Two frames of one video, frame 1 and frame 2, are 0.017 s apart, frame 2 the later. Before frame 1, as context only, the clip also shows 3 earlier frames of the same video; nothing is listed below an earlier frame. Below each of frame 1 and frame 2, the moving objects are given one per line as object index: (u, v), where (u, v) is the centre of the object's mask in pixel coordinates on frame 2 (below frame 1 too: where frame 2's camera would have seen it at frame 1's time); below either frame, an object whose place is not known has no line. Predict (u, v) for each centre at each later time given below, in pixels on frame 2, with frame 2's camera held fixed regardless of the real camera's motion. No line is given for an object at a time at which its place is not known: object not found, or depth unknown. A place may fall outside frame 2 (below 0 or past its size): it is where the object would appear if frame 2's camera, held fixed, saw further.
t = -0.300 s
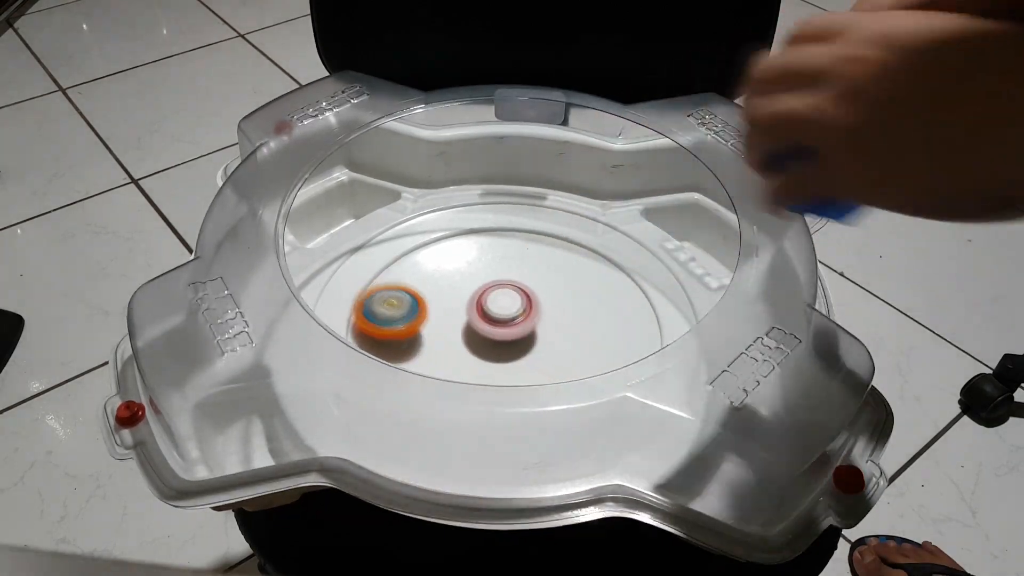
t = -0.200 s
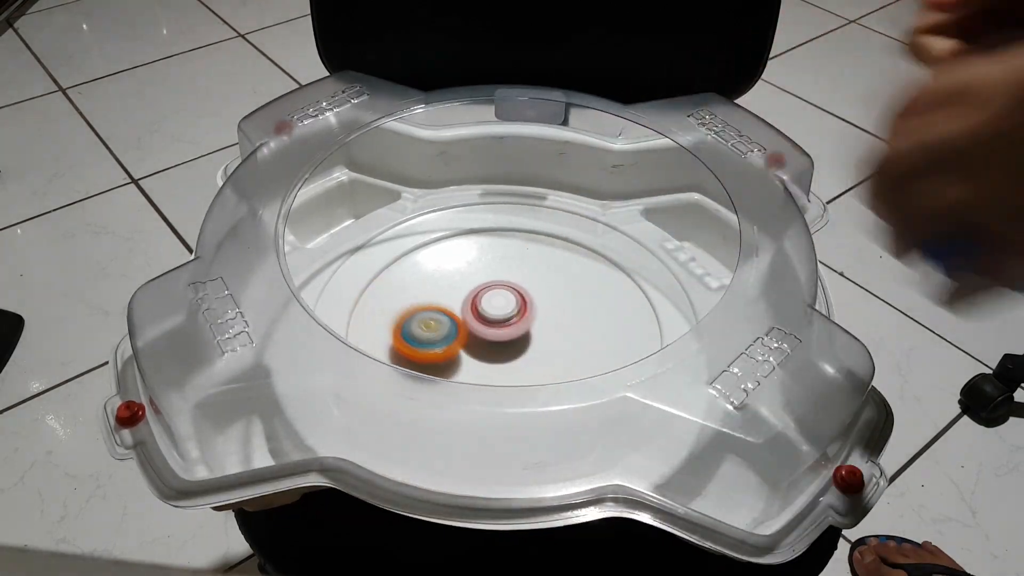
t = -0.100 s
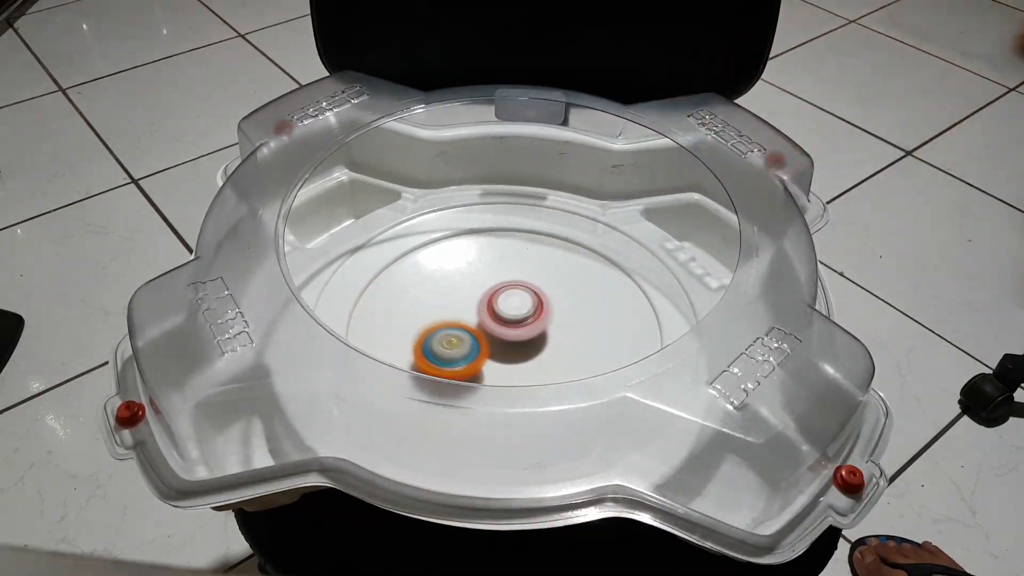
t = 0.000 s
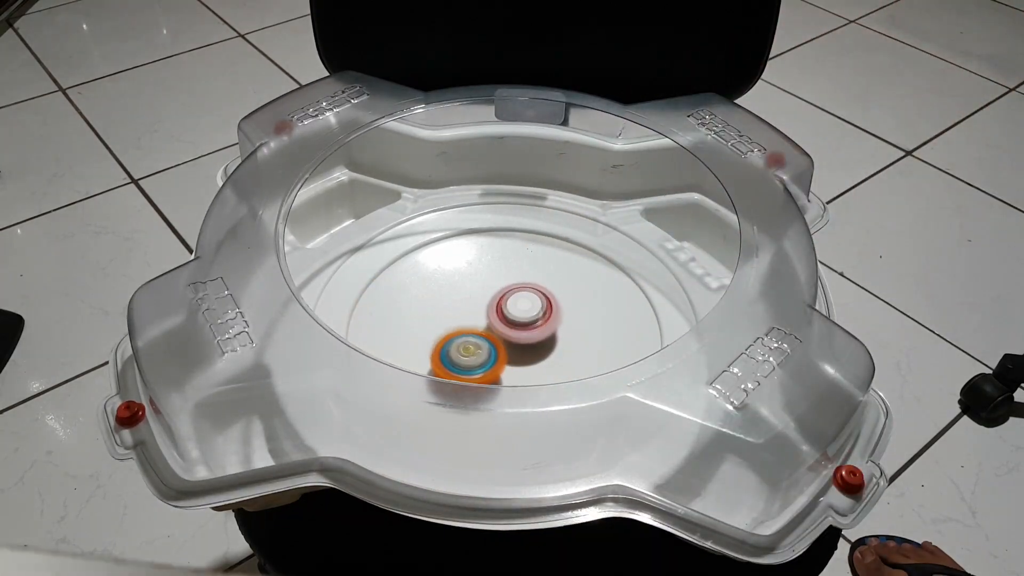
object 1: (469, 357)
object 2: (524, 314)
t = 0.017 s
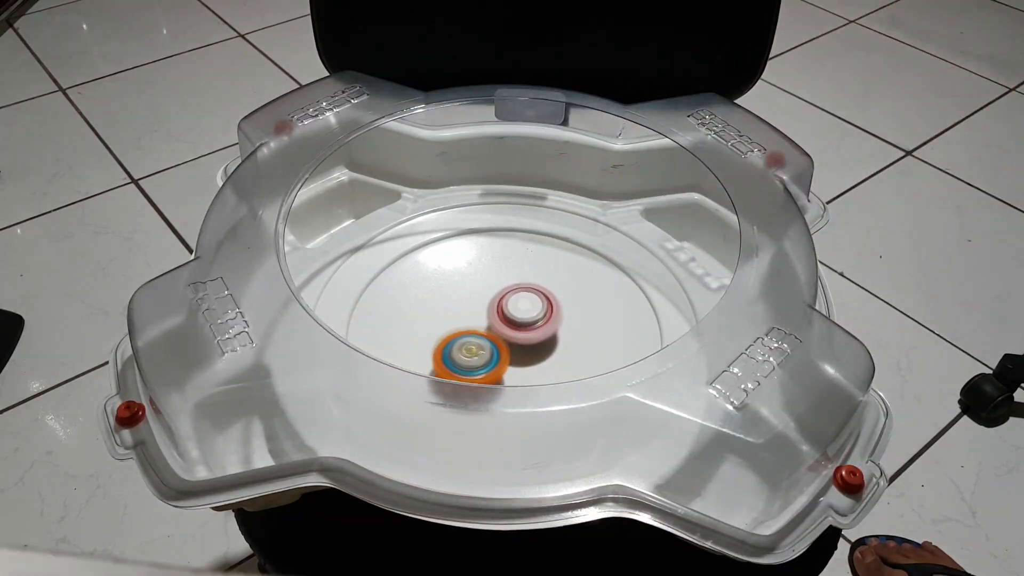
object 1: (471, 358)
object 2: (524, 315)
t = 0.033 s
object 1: (473, 358)
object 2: (525, 315)
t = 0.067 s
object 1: (477, 359)
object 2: (525, 316)
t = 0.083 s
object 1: (478, 359)
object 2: (525, 316)
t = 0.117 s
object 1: (481, 360)
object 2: (526, 316)
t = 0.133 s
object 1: (482, 360)
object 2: (526, 316)
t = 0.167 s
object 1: (485, 360)
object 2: (526, 314)
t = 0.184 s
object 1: (486, 361)
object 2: (527, 314)
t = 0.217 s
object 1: (489, 361)
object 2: (526, 312)
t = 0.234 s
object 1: (490, 361)
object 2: (526, 312)
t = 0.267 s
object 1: (493, 361)
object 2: (525, 311)
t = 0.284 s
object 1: (495, 361)
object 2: (525, 311)
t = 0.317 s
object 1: (496, 361)
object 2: (524, 309)
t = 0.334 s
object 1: (496, 362)
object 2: (525, 308)
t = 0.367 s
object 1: (497, 363)
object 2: (525, 305)
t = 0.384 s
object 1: (497, 364)
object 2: (525, 304)
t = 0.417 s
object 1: (499, 364)
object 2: (524, 302)
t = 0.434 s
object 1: (500, 363)
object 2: (523, 302)
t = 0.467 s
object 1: (502, 362)
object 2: (522, 302)
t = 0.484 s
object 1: (503, 362)
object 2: (521, 303)
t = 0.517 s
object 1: (505, 361)
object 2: (519, 304)
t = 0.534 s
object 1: (506, 361)
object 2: (518, 305)
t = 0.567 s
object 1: (507, 361)
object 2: (517, 305)
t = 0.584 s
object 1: (507, 361)
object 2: (516, 304)
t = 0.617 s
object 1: (507, 361)
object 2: (515, 303)
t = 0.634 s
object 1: (508, 361)
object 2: (515, 302)
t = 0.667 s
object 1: (509, 362)
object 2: (514, 301)
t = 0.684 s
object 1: (509, 361)
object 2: (513, 301)
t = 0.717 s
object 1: (511, 361)
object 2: (512, 303)
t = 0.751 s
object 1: (512, 361)
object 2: (511, 304)
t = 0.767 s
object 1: (513, 361)
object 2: (511, 305)
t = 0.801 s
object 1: (514, 363)
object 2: (510, 301)
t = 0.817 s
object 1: (515, 365)
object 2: (510, 299)
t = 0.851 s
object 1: (515, 367)
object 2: (509, 296)
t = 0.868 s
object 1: (516, 368)
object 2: (508, 295)
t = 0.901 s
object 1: (517, 369)
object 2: (508, 294)
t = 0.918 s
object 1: (518, 369)
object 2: (507, 295)
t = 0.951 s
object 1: (519, 368)
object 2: (506, 296)
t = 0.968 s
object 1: (519, 368)
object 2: (505, 297)
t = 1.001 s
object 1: (519, 366)
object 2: (505, 299)
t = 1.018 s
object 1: (519, 365)
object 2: (505, 299)
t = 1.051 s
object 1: (520, 364)
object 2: (504, 302)
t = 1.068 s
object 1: (520, 363)
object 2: (504, 303)
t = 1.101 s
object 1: (520, 361)
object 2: (503, 305)
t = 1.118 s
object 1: (520, 361)
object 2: (502, 306)
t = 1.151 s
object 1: (521, 362)
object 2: (501, 303)
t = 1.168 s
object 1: (521, 364)
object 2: (501, 300)
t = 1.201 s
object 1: (522, 367)
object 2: (499, 295)
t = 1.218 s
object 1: (523, 368)
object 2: (499, 293)
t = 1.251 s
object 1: (523, 369)
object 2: (497, 292)
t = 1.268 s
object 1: (523, 369)
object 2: (497, 290)
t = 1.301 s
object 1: (524, 369)
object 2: (496, 291)
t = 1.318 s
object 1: (524, 369)
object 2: (495, 292)
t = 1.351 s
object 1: (524, 368)
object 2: (494, 294)
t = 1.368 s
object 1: (524, 367)
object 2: (494, 296)
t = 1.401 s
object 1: (524, 366)
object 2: (493, 300)
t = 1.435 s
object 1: (523, 364)
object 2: (493, 304)
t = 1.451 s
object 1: (523, 363)
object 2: (493, 307)
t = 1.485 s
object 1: (523, 363)
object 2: (493, 312)
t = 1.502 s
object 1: (523, 363)
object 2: (493, 313)
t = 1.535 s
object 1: (525, 363)
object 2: (492, 313)
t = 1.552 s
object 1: (526, 363)
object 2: (492, 314)
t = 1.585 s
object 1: (527, 363)
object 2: (491, 314)
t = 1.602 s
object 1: (528, 363)
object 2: (491, 315)
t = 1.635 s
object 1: (529, 363)
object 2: (491, 315)
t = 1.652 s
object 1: (530, 364)
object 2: (490, 314)
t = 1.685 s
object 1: (531, 365)
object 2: (489, 311)
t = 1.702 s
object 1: (531, 365)
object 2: (489, 310)
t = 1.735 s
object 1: (531, 365)
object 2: (488, 310)
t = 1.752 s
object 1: (531, 365)
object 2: (488, 310)
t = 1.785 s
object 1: (531, 364)
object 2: (488, 310)
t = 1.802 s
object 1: (531, 364)
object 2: (488, 312)
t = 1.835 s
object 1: (531, 364)
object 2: (489, 313)
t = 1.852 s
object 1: (530, 364)
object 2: (489, 314)
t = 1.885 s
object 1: (530, 364)
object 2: (489, 317)
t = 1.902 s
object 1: (530, 364)
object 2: (490, 318)
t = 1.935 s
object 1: (531, 365)
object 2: (490, 319)
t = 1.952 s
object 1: (531, 365)
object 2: (489, 318)
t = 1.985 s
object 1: (532, 366)
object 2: (489, 316)
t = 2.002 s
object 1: (532, 366)
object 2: (488, 316)
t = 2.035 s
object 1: (530, 366)
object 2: (488, 316)
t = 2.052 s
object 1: (530, 365)
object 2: (488, 315)
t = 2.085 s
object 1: (528, 365)
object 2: (488, 316)
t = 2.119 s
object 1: (526, 364)
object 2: (489, 317)
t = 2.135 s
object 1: (525, 364)
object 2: (489, 317)
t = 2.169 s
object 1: (524, 364)
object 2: (489, 316)
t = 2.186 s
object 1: (523, 364)
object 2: (490, 315)
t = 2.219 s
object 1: (521, 364)
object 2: (490, 314)
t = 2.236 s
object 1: (521, 364)
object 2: (490, 315)
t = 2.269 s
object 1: (519, 364)
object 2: (491, 314)
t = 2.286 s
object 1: (518, 364)
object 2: (491, 314)
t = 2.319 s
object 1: (517, 364)
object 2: (491, 314)
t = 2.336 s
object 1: (516, 364)
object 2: (491, 315)
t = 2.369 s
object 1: (515, 365)
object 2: (491, 315)
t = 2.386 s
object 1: (514, 365)
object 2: (491, 314)
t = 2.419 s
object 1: (513, 365)
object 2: (490, 315)
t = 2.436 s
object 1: (512, 365)
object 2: (490, 314)
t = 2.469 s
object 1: (511, 365)
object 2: (490, 314)
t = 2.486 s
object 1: (510, 365)
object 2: (490, 314)
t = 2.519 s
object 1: (509, 365)
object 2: (489, 315)
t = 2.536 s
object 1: (508, 365)
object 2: (489, 315)
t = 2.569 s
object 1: (507, 366)
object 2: (489, 314)
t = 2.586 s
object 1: (507, 365)
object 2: (489, 314)
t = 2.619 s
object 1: (505, 365)
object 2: (489, 314)
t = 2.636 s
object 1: (505, 365)
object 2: (489, 314)
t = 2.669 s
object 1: (503, 365)
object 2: (489, 314)
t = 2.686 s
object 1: (503, 365)
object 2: (489, 314)
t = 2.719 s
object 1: (501, 365)
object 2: (490, 314)
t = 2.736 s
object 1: (500, 365)
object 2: (490, 314)
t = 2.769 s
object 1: (499, 365)
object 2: (491, 313)
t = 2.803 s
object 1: (497, 365)
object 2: (492, 313)
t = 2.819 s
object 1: (497, 365)
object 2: (492, 312)
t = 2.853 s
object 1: (496, 365)
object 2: (493, 312)
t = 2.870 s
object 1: (495, 365)
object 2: (493, 312)
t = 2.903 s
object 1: (494, 364)
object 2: (494, 313)
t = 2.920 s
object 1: (493, 364)
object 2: (494, 313)
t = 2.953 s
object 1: (491, 365)
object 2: (495, 311)
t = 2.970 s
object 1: (490, 365)
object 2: (495, 310)
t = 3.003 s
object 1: (489, 365)
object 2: (496, 309)
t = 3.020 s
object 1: (488, 365)
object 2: (496, 309)
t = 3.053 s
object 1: (487, 364)
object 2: (496, 308)
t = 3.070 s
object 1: (486, 364)
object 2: (496, 308)
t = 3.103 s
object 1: (484, 363)
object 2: (496, 309)
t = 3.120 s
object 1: (484, 363)
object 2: (496, 309)
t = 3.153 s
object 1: (482, 362)
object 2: (496, 310)
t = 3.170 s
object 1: (481, 362)
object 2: (496, 310)
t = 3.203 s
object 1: (479, 362)
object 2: (496, 310)
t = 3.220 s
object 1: (479, 362)
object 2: (496, 310)
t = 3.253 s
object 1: (477, 362)
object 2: (497, 309)
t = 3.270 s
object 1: (477, 362)
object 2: (497, 310)
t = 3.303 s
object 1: (475, 361)
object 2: (498, 310)
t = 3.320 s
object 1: (474, 361)
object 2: (498, 311)
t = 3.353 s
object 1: (472, 361)
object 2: (499, 311)
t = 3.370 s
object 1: (472, 361)
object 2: (500, 311)
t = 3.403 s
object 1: (470, 360)
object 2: (501, 310)
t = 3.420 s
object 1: (470, 360)
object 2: (502, 311)
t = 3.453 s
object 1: (469, 360)
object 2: (503, 311)
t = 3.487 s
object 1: (468, 360)
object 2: (503, 312)
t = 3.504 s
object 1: (467, 359)
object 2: (504, 312)
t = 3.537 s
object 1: (466, 359)
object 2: (505, 312)
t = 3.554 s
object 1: (465, 359)
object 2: (506, 312)
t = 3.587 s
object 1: (464, 358)
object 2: (507, 311)
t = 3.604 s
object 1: (463, 358)
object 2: (507, 311)
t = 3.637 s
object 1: (462, 357)
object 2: (508, 311)
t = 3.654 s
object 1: (462, 357)
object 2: (509, 312)
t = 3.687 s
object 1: (461, 356)
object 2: (509, 312)
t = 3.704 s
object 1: (460, 355)
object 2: (510, 312)
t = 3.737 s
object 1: (459, 355)
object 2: (511, 312)
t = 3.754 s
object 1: (458, 354)
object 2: (511, 312)
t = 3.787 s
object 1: (457, 353)
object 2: (512, 312)
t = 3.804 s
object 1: (457, 353)
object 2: (512, 312)
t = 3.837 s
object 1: (456, 352)
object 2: (512, 313)
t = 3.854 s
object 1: (456, 351)
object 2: (513, 313)
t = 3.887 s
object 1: (455, 350)
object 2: (513, 313)
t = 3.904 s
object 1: (454, 349)
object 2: (514, 313)
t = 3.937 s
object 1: (454, 348)
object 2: (515, 313)
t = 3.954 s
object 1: (453, 347)
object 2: (515, 313)
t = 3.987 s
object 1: (453, 345)
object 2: (516, 314)
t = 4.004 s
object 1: (452, 345)
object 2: (517, 313)
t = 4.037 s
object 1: (451, 344)
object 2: (518, 314)
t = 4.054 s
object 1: (451, 343)
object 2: (518, 314)
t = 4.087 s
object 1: (451, 342)
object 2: (519, 315)
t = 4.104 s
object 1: (451, 342)
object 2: (519, 315)
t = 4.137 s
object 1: (451, 340)
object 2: (520, 315)
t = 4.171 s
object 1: (450, 339)
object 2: (521, 317)
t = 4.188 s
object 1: (451, 338)
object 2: (522, 316)
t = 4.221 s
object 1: (450, 337)
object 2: (523, 318)
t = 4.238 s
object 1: (450, 336)
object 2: (523, 318)
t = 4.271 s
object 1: (450, 335)
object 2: (525, 318)
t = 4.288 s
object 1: (450, 335)
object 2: (525, 319)
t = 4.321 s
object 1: (450, 334)
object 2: (526, 320)
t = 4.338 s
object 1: (450, 333)
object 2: (526, 320)
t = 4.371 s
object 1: (450, 332)
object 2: (527, 321)
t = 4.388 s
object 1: (450, 331)
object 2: (527, 322)
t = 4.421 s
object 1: (451, 330)
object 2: (527, 323)
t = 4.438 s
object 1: (450, 330)
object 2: (528, 324)
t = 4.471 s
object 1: (448, 328)
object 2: (531, 324)
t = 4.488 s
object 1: (448, 328)
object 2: (531, 324)
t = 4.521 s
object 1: (448, 327)
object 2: (532, 325)
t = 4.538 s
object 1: (448, 327)
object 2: (533, 325)
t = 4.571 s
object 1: (448, 325)
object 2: (533, 326)
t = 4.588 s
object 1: (449, 325)
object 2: (534, 327)
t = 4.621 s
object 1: (449, 324)
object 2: (534, 327)
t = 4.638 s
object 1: (450, 324)
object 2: (534, 327)
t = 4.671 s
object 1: (451, 323)
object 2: (533, 328)
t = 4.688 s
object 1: (452, 323)
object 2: (533, 328)
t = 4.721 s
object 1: (453, 322)
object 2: (533, 329)
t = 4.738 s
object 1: (454, 322)
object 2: (533, 329)
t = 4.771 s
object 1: (455, 321)
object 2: (532, 329)
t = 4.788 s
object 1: (456, 321)
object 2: (532, 330)
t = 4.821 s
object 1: (453, 319)
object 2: (536, 331)
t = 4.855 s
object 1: (450, 317)
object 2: (539, 332)
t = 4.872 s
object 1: (450, 316)
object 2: (540, 332)
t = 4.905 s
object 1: (449, 315)
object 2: (541, 333)
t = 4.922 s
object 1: (449, 315)
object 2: (540, 332)
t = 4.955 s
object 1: (450, 314)
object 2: (540, 333)
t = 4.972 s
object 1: (451, 314)
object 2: (540, 333)
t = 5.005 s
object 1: (453, 313)
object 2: (540, 333)
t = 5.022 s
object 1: (454, 313)
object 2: (539, 333)
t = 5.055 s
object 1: (456, 312)
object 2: (539, 333)
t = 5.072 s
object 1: (457, 312)
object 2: (539, 333)
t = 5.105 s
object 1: (459, 311)
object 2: (538, 333)
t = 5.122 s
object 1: (460, 311)
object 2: (538, 333)
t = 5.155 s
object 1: (462, 310)
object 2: (537, 333)
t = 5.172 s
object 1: (463, 310)
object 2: (537, 333)
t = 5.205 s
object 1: (465, 309)
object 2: (536, 334)
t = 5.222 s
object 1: (466, 309)
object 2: (536, 334)
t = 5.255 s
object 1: (466, 307)
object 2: (537, 335)
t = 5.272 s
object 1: (466, 306)
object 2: (538, 336)
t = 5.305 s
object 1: (467, 304)
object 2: (538, 336)
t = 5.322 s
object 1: (468, 304)
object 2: (538, 337)
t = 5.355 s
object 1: (469, 303)
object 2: (537, 337)
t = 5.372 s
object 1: (469, 303)
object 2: (537, 337)
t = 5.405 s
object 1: (470, 302)
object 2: (535, 337)
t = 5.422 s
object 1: (471, 302)
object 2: (535, 337)
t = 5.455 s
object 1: (472, 302)
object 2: (533, 337)
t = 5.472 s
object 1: (473, 302)
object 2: (533, 338)
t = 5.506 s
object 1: (474, 301)
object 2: (532, 339)
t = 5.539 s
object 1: (475, 300)
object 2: (532, 340)
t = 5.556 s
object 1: (475, 299)
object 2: (531, 340)
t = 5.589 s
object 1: (477, 299)
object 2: (530, 341)
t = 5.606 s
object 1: (477, 298)
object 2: (530, 341)
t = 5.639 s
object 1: (479, 298)
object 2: (528, 341)
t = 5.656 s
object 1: (479, 297)
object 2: (528, 341)
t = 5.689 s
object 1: (481, 296)
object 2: (527, 342)
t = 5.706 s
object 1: (481, 296)
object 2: (526, 342)
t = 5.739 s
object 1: (482, 295)
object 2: (524, 342)
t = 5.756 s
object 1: (483, 295)
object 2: (524, 343)
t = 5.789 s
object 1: (484, 294)
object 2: (522, 343)
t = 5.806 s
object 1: (484, 294)
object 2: (522, 343)
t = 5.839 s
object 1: (486, 293)
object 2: (520, 343)
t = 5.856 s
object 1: (486, 293)
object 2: (519, 344)
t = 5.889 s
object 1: (487, 292)
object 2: (518, 344)
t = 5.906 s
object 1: (488, 292)
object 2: (517, 344)
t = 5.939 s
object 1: (489, 291)
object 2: (516, 344)
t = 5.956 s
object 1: (490, 291)
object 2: (515, 345)
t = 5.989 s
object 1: (491, 288)
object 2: (515, 348)
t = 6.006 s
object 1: (491, 288)
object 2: (514, 349)
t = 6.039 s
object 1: (492, 287)
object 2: (513, 350)
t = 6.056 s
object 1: (492, 287)
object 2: (513, 350)
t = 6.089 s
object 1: (493, 288)
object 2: (512, 350)
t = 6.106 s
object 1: (493, 288)
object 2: (511, 350)
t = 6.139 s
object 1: (495, 289)
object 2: (510, 349)
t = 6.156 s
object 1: (495, 289)
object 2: (509, 349)
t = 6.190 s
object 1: (496, 290)
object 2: (508, 349)
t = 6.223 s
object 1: (498, 291)
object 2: (507, 349)
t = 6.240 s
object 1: (498, 292)
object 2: (506, 349)
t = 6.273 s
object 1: (500, 292)
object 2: (505, 349)
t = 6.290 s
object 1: (501, 292)
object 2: (504, 350)
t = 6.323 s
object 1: (502, 292)
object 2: (503, 351)
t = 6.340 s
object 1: (503, 292)
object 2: (502, 351)
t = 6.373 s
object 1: (504, 292)
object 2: (502, 351)
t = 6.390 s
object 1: (505, 292)
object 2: (501, 351)
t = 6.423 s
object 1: (507, 293)
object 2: (501, 352)
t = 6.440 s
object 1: (508, 293)
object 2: (500, 352)
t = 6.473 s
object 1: (509, 294)
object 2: (500, 351)
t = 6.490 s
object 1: (510, 294)
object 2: (500, 351)
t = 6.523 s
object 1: (511, 295)
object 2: (499, 351)
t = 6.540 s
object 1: (512, 295)
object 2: (499, 351)
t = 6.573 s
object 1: (514, 295)
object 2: (497, 351)
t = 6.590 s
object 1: (515, 296)
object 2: (497, 351)
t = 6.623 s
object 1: (517, 296)
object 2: (495, 352)
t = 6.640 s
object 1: (518, 297)
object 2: (495, 352)
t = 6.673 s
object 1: (519, 297)
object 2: (494, 351)
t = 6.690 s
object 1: (520, 298)
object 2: (494, 351)
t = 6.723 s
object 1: (522, 299)
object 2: (493, 351)
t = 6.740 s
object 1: (522, 299)
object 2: (492, 352)
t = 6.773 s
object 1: (524, 300)
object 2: (491, 351)
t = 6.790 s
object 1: (525, 300)
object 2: (490, 351)
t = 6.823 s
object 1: (526, 301)
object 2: (490, 351)
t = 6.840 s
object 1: (527, 302)
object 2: (489, 351)
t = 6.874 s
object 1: (528, 303)
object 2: (488, 351)
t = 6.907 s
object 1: (532, 301)
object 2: (485, 352)
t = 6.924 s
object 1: (534, 301)
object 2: (483, 353)
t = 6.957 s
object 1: (536, 300)
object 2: (481, 354)
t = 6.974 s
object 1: (537, 301)
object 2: (480, 353)
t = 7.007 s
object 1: (538, 301)
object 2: (479, 353)
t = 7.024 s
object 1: (538, 302)
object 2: (479, 353)
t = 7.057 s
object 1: (539, 303)
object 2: (479, 351)
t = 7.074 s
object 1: (539, 304)
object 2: (479, 351)
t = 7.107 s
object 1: (539, 306)
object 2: (479, 350)
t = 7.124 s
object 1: (538, 307)
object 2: (479, 350)
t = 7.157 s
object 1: (538, 309)
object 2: (479, 349)
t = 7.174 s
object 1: (538, 309)
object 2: (479, 348)
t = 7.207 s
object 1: (538, 311)
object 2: (478, 347)
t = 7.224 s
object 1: (539, 312)
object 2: (476, 348)
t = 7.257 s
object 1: (546, 310)
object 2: (469, 348)
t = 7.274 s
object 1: (548, 310)
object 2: (466, 349)
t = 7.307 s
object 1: (550, 309)
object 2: (464, 348)
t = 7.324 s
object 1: (551, 309)
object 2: (464, 348)
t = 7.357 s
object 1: (552, 310)
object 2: (465, 347)
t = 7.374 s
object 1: (551, 310)
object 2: (465, 347)
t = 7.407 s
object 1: (550, 311)
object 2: (467, 345)
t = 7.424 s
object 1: (550, 311)
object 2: (468, 346)
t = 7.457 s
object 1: (548, 313)
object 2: (469, 344)
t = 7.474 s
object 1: (547, 314)
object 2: (470, 343)
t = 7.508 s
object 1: (545, 316)
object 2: (472, 343)
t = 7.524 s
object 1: (544, 317)
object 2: (472, 341)
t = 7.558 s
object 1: (543, 318)
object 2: (472, 341)
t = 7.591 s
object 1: (543, 320)
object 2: (470, 340)
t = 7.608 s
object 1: (543, 321)
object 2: (470, 339)
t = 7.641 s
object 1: (543, 322)
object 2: (469, 339)
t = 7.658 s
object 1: (543, 323)
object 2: (468, 338)
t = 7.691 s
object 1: (545, 325)
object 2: (466, 337)
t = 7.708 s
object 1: (545, 325)
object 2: (466, 337)
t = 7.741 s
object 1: (545, 327)
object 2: (467, 336)
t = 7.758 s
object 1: (545, 327)
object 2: (467, 336)
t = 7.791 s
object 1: (545, 329)
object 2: (467, 335)
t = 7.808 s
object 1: (547, 330)
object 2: (466, 335)
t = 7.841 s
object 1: (549, 331)
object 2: (464, 334)
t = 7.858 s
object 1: (550, 331)
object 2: (464, 333)
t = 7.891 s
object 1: (550, 333)
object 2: (465, 333)
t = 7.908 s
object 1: (550, 333)
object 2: (466, 332)
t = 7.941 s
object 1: (549, 334)
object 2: (467, 332)
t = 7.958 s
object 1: (548, 335)
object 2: (467, 332)
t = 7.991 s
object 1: (547, 336)
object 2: (469, 331)
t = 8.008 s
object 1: (547, 337)
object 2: (469, 330)
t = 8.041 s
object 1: (549, 338)
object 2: (468, 329)
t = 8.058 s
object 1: (549, 339)
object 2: (469, 329)
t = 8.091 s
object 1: (549, 340)
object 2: (469, 328)
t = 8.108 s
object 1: (549, 341)
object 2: (470, 328)
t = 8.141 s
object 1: (548, 342)
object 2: (471, 327)
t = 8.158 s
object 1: (548, 343)
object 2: (472, 327)
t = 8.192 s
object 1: (549, 344)
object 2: (471, 325)
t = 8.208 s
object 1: (553, 347)
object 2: (467, 323)
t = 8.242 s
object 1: (560, 350)
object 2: (460, 318)
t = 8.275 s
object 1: (563, 352)
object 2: (456, 314)
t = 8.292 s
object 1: (564, 352)
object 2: (455, 313)
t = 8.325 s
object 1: (564, 353)
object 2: (455, 312)
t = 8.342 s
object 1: (563, 353)
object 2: (455, 312)
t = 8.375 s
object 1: (561, 353)
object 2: (457, 312)
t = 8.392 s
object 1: (560, 354)
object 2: (458, 312)
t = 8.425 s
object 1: (557, 354)
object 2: (459, 312)
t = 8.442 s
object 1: (556, 354)
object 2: (461, 312)
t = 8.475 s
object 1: (552, 354)
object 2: (463, 313)
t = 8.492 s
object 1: (551, 354)
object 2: (464, 312)
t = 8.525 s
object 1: (547, 354)
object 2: (466, 313)
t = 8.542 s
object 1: (545, 354)
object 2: (468, 313)
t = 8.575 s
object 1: (541, 354)
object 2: (470, 313)
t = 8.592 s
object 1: (538, 354)
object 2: (471, 314)
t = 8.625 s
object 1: (534, 353)
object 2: (473, 314)
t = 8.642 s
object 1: (532, 354)
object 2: (474, 314)
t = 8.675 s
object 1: (531, 356)
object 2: (473, 312)
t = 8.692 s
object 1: (532, 358)
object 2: (472, 310)
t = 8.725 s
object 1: (531, 359)
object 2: (472, 308)
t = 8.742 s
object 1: (531, 360)
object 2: (472, 306)
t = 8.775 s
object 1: (529, 361)
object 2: (473, 306)
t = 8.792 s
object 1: (528, 361)
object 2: (474, 306)
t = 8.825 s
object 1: (526, 361)
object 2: (476, 307)
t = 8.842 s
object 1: (524, 361)
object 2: (476, 307)
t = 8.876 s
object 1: (522, 362)
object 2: (478, 308)
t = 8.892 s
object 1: (521, 362)
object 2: (479, 308)
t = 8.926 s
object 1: (518, 362)
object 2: (481, 309)
